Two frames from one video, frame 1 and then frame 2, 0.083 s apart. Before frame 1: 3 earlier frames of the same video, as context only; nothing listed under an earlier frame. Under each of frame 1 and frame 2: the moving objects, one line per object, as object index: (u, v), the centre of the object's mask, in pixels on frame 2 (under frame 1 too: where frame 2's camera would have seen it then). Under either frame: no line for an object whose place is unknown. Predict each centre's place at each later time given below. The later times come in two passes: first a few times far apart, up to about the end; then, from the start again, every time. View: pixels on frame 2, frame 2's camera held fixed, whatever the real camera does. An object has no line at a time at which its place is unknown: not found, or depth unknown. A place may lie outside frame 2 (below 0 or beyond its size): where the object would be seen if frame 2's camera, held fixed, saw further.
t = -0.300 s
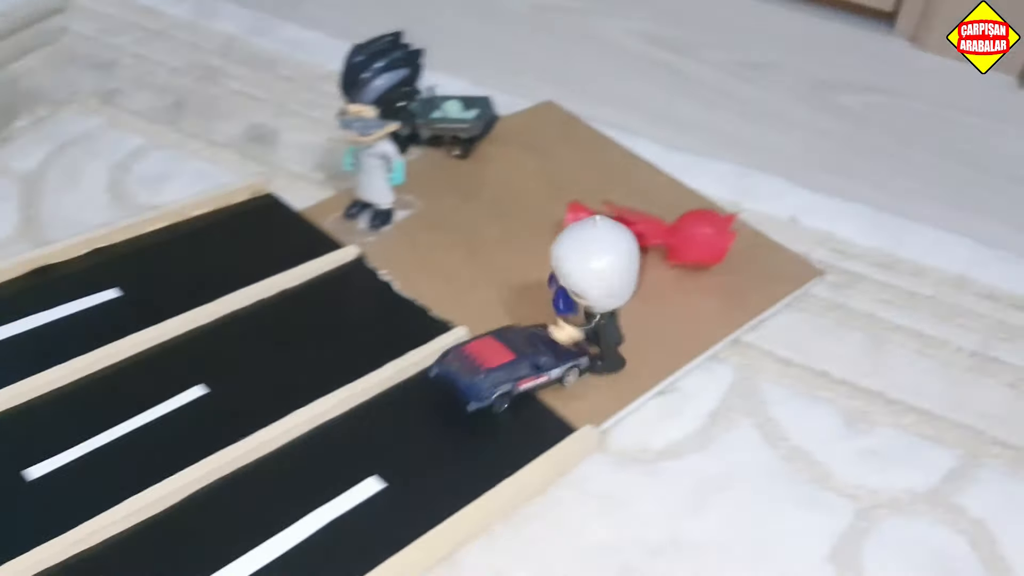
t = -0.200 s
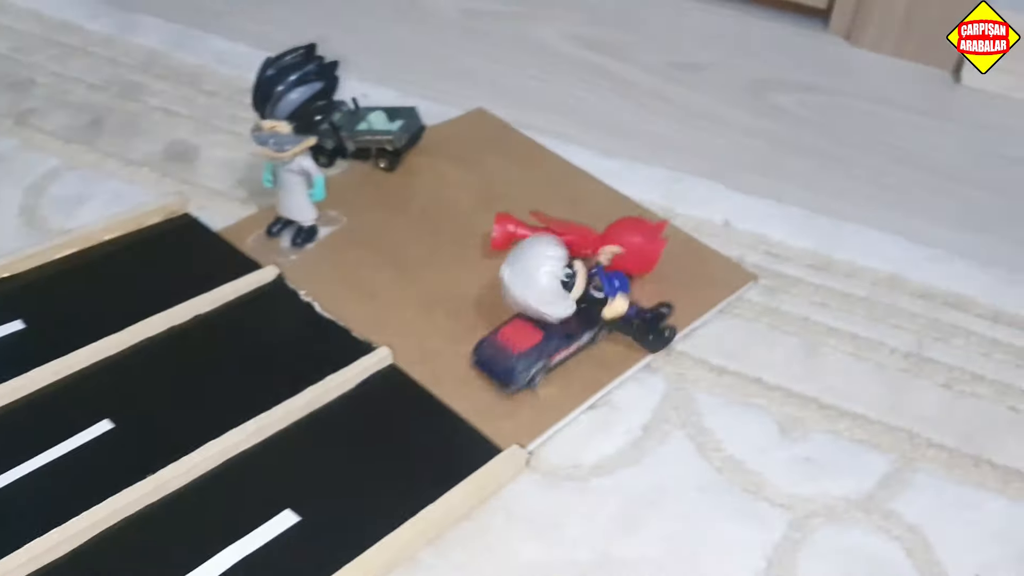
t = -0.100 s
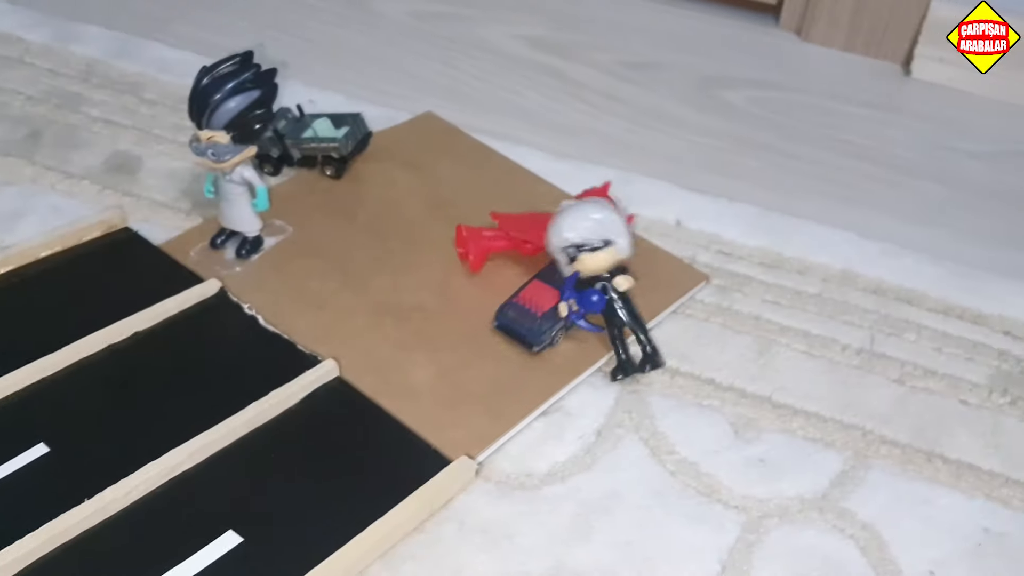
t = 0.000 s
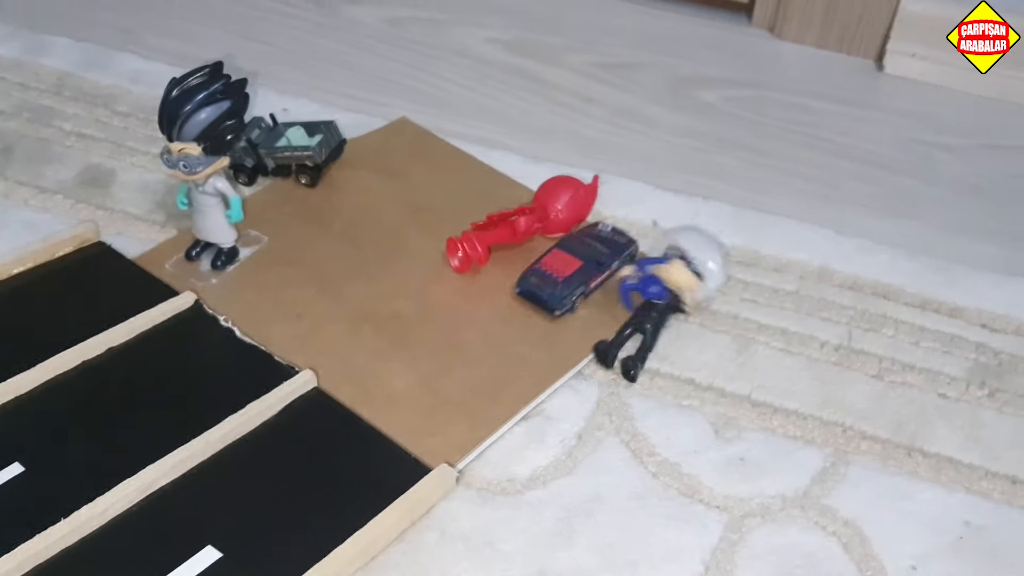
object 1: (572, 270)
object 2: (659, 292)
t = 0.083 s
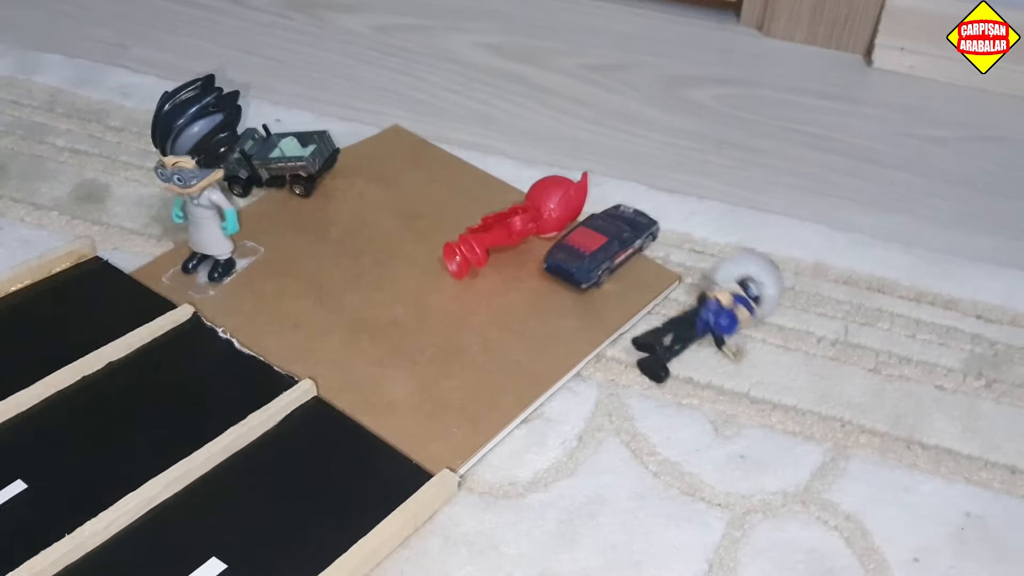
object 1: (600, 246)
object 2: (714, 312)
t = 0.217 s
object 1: (620, 233)
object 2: (730, 318)
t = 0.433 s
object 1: (619, 233)
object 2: (724, 314)
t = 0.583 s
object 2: (726, 315)
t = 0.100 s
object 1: (605, 243)
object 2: (722, 314)
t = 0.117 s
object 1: (611, 239)
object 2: (728, 315)
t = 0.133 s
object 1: (616, 236)
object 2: (732, 318)
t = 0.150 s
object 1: (619, 233)
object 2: (735, 320)
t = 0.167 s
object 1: (620, 233)
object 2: (735, 319)
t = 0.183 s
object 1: (620, 233)
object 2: (734, 319)
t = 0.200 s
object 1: (619, 233)
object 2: (732, 319)
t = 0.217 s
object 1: (620, 233)
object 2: (730, 318)
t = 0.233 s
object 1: (619, 233)
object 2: (728, 317)
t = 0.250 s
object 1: (620, 233)
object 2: (726, 315)
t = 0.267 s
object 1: (620, 233)
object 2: (724, 314)
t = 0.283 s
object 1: (620, 233)
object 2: (724, 311)
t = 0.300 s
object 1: (620, 233)
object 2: (723, 311)
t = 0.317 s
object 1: (620, 233)
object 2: (723, 310)
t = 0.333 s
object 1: (620, 233)
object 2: (722, 309)
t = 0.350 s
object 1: (620, 233)
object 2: (722, 310)
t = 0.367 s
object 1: (620, 233)
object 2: (722, 310)
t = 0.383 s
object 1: (620, 233)
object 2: (723, 310)
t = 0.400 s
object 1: (620, 233)
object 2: (723, 312)
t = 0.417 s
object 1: (620, 233)
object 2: (724, 312)
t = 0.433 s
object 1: (619, 233)
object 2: (724, 314)
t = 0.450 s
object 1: (620, 233)
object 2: (726, 315)
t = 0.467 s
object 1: (619, 233)
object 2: (727, 315)
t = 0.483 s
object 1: (620, 233)
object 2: (727, 315)
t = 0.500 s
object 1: (620, 233)
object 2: (727, 316)
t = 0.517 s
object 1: (619, 233)
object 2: (728, 316)
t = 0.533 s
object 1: (619, 233)
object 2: (727, 316)
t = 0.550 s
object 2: (727, 316)
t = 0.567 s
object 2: (727, 316)
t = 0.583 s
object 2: (726, 315)
